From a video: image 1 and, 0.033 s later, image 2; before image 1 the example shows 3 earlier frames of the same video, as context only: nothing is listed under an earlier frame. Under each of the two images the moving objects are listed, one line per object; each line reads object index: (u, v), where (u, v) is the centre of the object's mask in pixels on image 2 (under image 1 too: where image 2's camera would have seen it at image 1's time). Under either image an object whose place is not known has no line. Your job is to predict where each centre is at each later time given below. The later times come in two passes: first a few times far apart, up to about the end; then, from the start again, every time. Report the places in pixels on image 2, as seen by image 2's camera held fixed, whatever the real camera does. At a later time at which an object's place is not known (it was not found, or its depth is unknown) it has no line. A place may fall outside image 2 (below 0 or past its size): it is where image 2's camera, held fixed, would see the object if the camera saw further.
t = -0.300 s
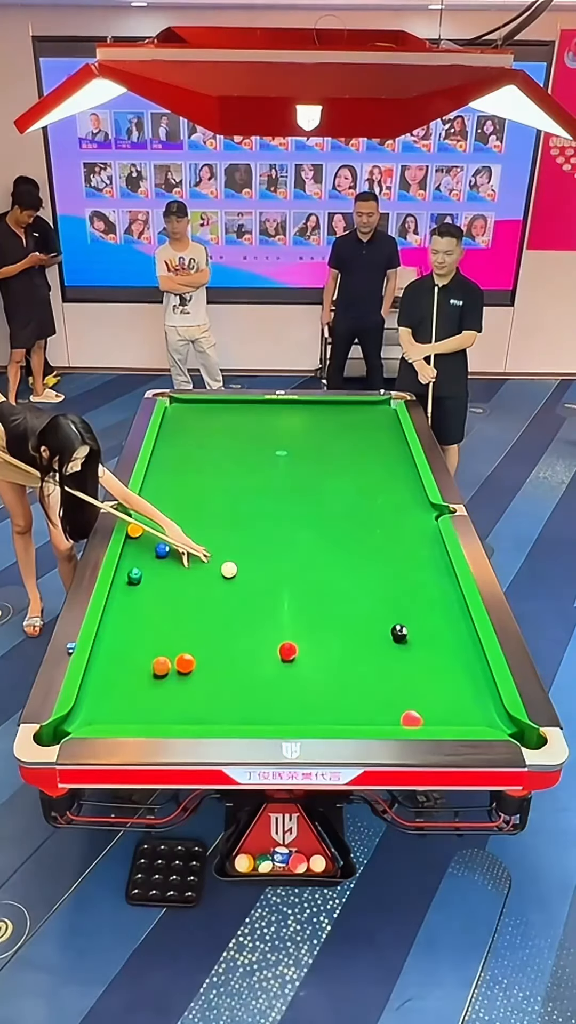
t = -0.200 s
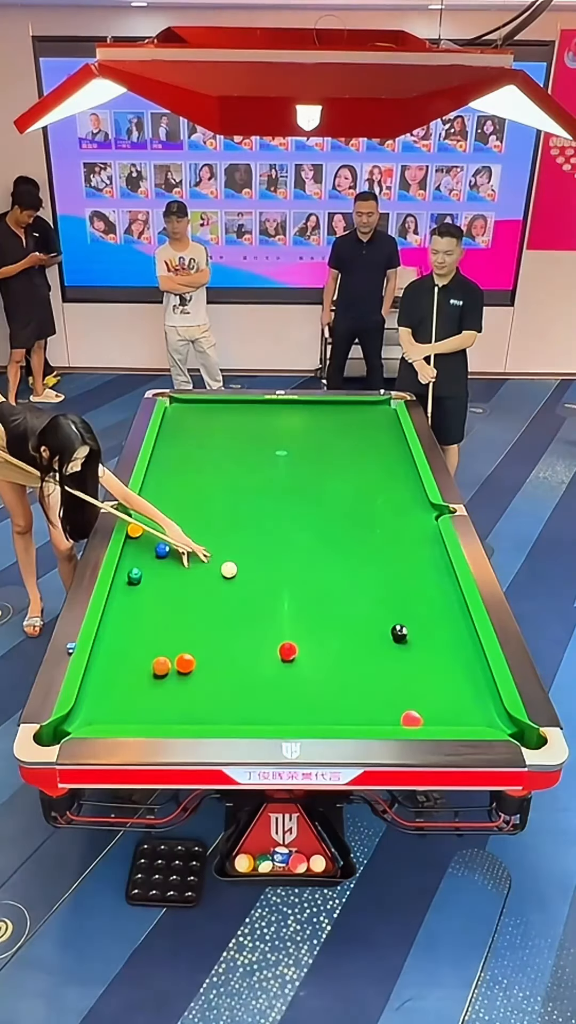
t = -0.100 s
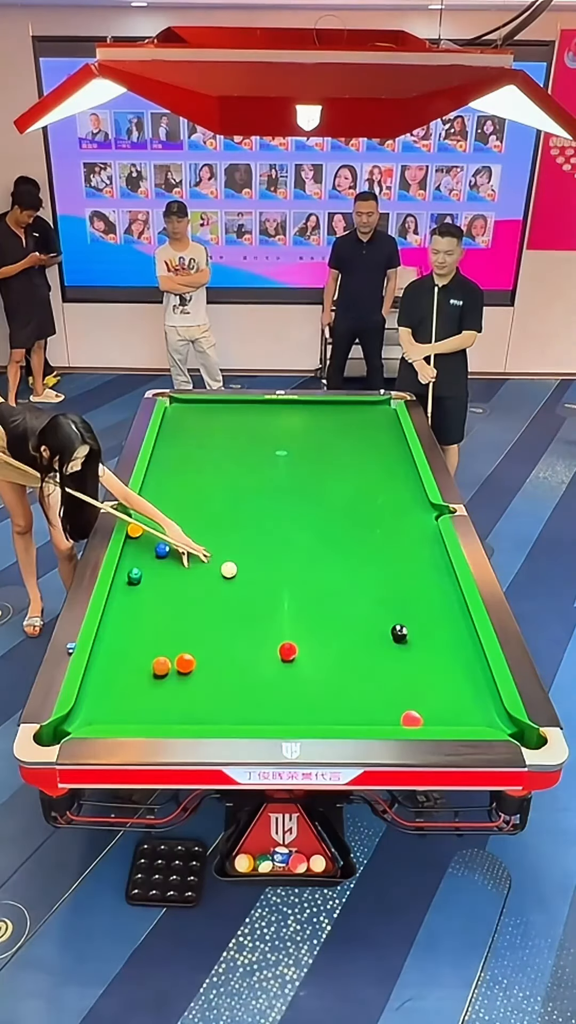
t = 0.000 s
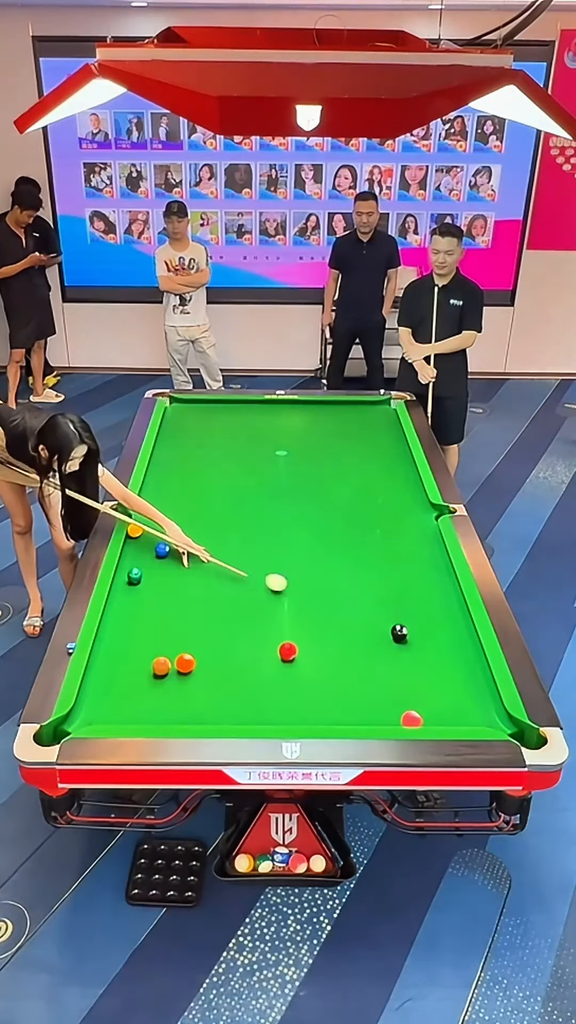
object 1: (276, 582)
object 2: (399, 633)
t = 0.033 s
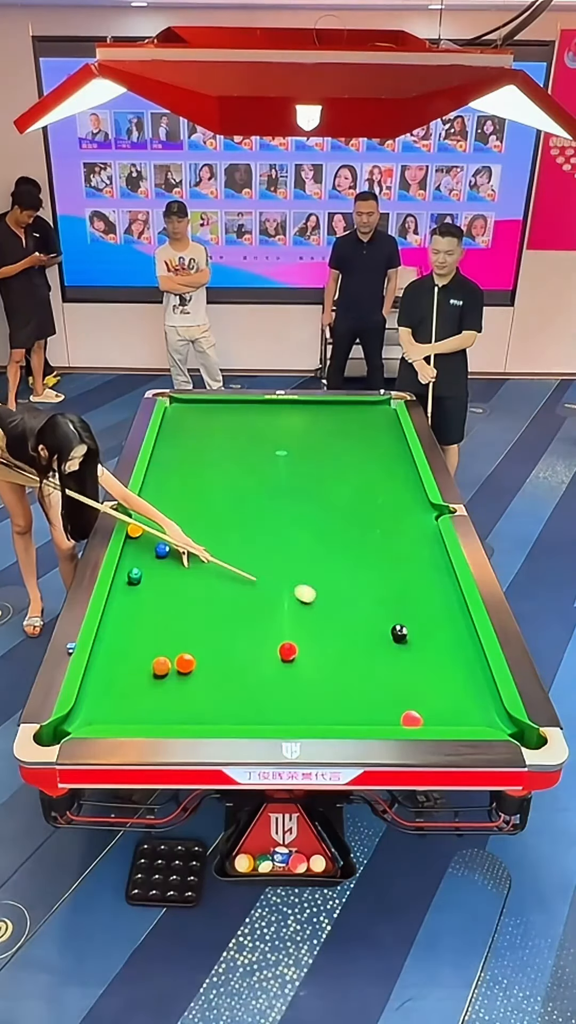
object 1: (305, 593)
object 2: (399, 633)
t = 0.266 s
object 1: (456, 612)
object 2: (438, 685)
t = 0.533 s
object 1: (328, 596)
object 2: (473, 680)
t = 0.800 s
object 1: (219, 583)
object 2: (457, 631)
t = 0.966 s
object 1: (154, 576)
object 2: (438, 606)
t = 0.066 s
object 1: (334, 602)
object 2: (399, 633)
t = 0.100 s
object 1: (363, 612)
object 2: (399, 633)
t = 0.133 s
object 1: (392, 620)
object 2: (399, 634)
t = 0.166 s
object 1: (414, 619)
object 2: (409, 647)
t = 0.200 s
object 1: (434, 616)
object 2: (419, 660)
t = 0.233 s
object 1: (453, 614)
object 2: (428, 673)
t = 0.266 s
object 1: (456, 612)
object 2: (438, 685)
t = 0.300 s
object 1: (437, 609)
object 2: (447, 698)
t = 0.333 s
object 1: (419, 607)
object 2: (457, 711)
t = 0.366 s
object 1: (402, 605)
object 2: (466, 720)
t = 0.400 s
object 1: (387, 603)
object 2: (469, 716)
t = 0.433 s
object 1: (372, 601)
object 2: (470, 705)
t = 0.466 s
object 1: (357, 599)
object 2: (471, 696)
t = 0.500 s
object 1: (343, 597)
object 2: (472, 688)
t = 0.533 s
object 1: (328, 596)
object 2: (473, 680)
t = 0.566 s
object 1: (314, 594)
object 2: (476, 673)
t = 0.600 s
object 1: (300, 593)
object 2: (477, 666)
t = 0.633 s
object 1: (286, 591)
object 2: (478, 659)
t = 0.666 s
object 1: (273, 589)
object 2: (473, 653)
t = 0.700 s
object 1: (259, 588)
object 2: (469, 647)
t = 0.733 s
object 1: (245, 586)
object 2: (465, 642)
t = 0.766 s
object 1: (232, 584)
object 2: (461, 636)
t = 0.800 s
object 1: (219, 583)
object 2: (457, 631)
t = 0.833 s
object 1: (206, 581)
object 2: (453, 625)
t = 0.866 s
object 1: (192, 580)
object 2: (449, 620)
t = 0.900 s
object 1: (180, 579)
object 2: (445, 615)
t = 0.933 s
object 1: (166, 577)
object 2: (442, 610)
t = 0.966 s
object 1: (154, 576)
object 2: (438, 606)
